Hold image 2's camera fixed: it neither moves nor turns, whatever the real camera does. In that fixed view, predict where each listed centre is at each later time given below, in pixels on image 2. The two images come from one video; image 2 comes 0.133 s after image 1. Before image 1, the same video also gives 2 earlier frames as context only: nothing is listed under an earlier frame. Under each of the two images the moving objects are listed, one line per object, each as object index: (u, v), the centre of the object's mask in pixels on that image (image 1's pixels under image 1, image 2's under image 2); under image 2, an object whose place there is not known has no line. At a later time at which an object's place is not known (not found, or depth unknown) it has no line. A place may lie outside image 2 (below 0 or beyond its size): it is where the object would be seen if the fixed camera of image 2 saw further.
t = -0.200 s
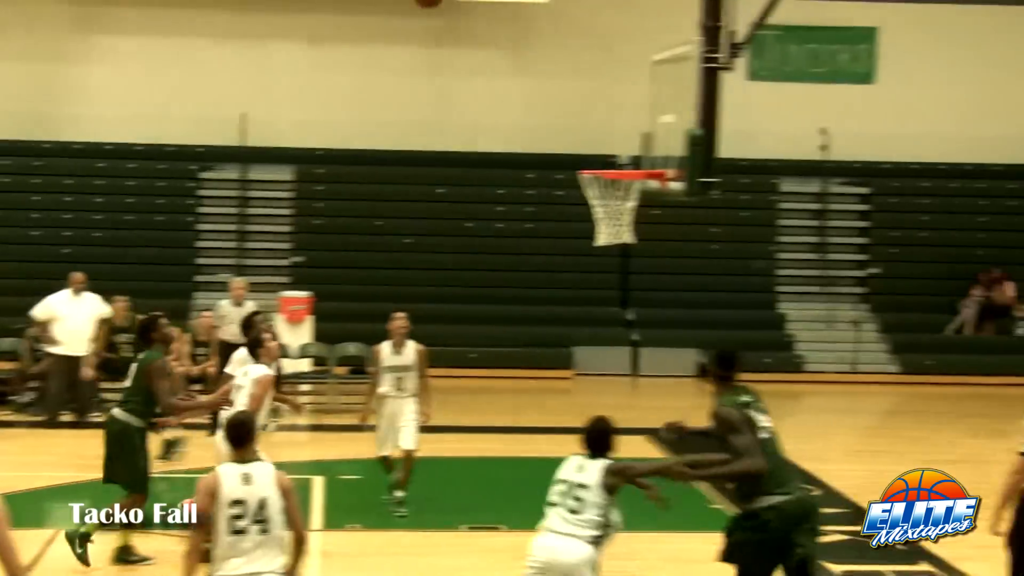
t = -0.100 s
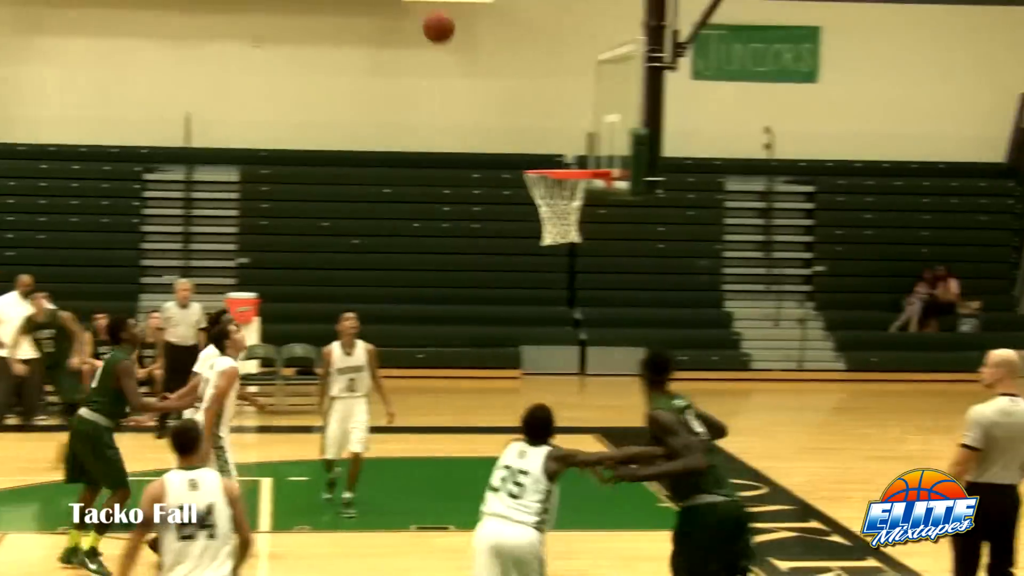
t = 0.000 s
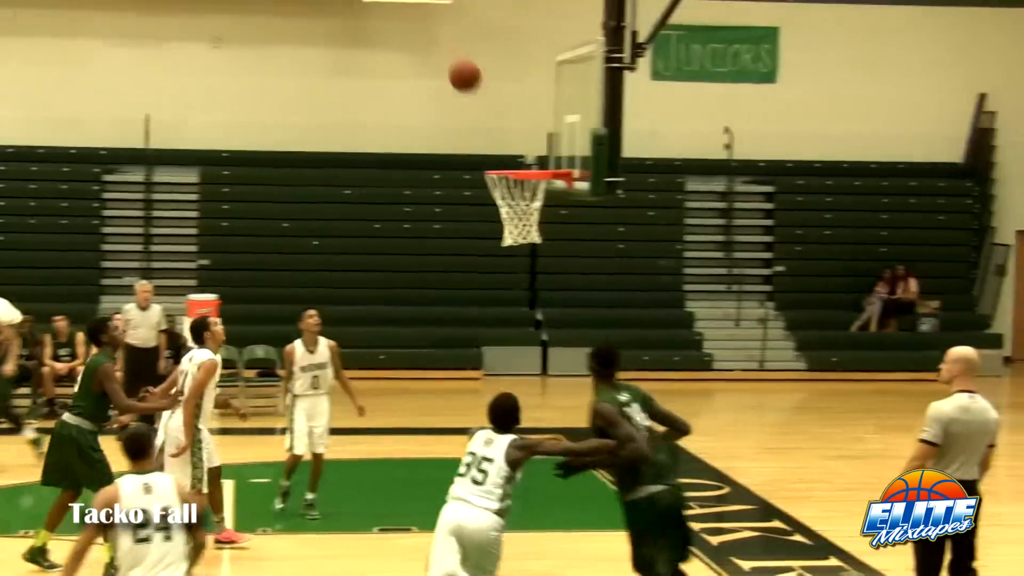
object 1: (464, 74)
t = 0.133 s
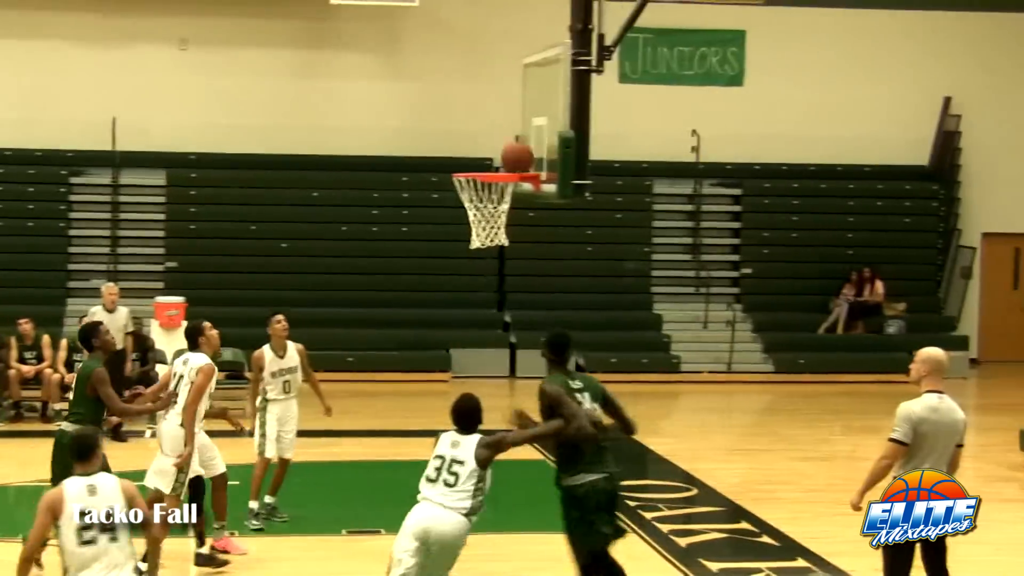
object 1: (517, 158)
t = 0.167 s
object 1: (524, 135)
